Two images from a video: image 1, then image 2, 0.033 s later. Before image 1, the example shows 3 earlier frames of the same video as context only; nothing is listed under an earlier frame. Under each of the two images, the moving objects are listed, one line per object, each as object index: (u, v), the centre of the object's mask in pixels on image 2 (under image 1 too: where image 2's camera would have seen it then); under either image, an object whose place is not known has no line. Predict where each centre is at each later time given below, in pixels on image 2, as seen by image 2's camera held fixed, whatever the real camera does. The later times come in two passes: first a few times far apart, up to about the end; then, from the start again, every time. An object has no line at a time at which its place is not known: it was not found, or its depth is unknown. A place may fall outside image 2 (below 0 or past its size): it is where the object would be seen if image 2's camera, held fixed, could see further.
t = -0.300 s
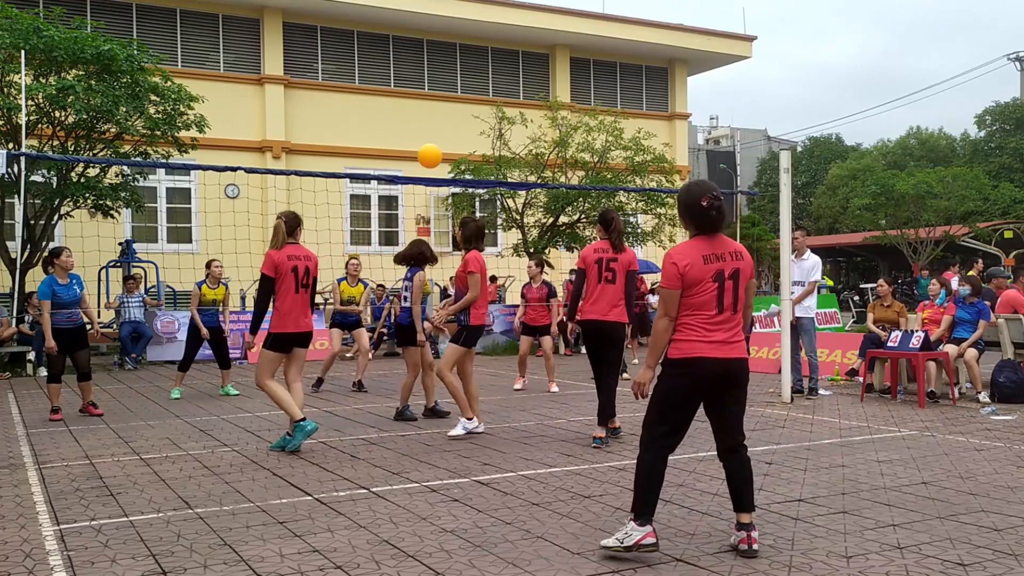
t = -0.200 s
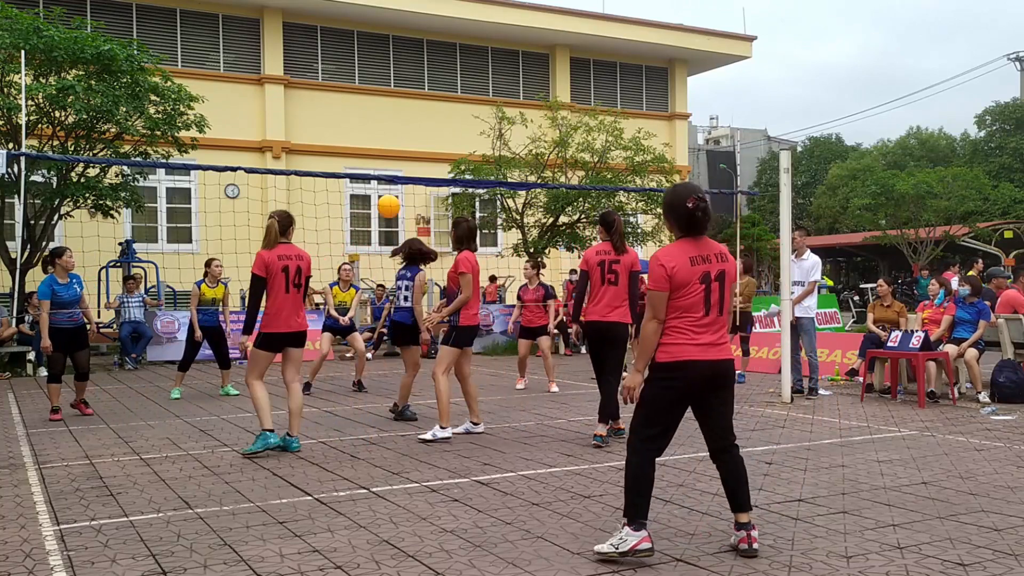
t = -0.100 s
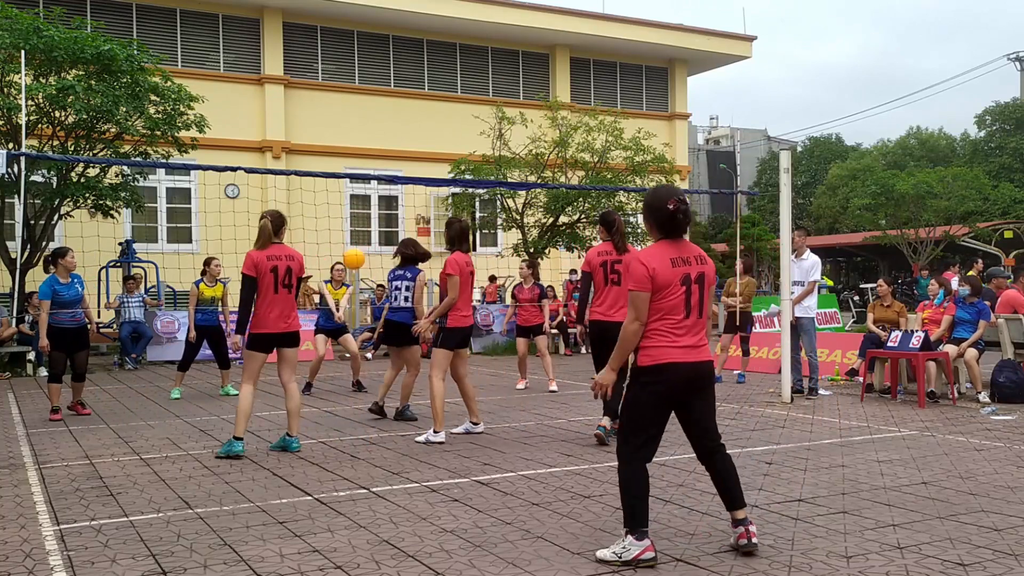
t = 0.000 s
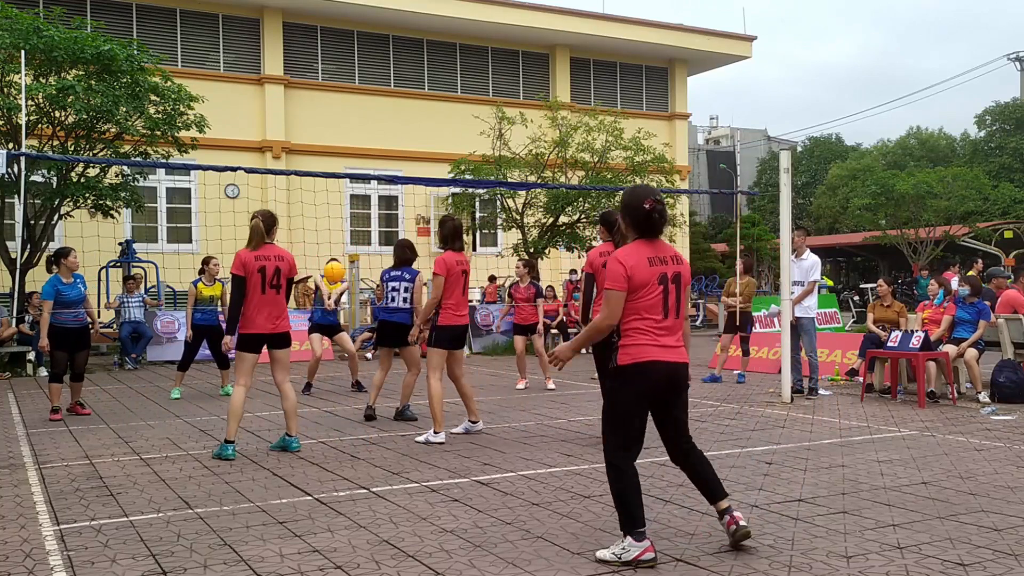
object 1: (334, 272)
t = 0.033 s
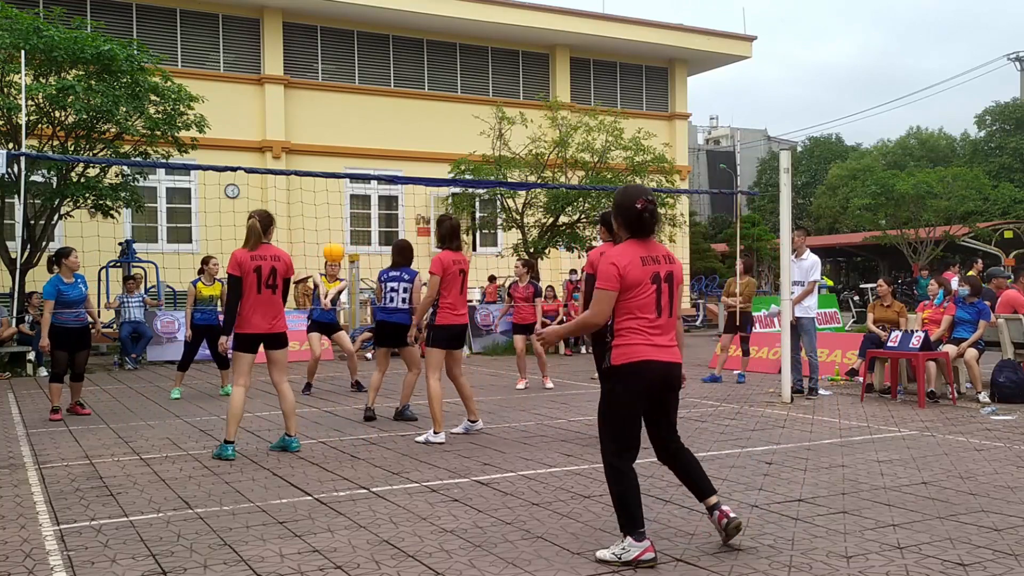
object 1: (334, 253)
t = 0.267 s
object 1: (332, 143)
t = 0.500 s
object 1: (330, 81)
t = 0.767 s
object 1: (328, 68)
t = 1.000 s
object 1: (328, 114)
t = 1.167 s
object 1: (328, 185)
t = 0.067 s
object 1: (333, 235)
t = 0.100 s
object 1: (333, 218)
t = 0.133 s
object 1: (333, 201)
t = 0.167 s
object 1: (332, 187)
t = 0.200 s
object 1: (332, 167)
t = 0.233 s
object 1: (332, 157)
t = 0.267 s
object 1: (332, 143)
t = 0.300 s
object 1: (331, 132)
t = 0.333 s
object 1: (331, 121)
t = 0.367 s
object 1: (331, 111)
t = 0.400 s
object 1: (330, 102)
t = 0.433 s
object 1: (330, 94)
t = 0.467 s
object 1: (330, 87)
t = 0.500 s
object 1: (330, 81)
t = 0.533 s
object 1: (329, 76)
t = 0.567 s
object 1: (329, 72)
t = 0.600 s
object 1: (329, 69)
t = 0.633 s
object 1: (329, 66)
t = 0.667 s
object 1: (328, 65)
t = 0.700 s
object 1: (328, 65)
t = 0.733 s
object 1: (328, 66)
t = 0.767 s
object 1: (328, 68)
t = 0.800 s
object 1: (328, 71)
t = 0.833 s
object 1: (328, 75)
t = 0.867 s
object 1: (328, 81)
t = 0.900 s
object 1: (328, 87)
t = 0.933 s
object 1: (328, 95)
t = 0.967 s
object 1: (328, 104)
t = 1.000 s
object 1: (328, 114)
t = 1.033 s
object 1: (328, 125)
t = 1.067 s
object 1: (328, 137)
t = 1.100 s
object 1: (328, 150)
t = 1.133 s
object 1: (328, 163)
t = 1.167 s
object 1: (328, 185)
